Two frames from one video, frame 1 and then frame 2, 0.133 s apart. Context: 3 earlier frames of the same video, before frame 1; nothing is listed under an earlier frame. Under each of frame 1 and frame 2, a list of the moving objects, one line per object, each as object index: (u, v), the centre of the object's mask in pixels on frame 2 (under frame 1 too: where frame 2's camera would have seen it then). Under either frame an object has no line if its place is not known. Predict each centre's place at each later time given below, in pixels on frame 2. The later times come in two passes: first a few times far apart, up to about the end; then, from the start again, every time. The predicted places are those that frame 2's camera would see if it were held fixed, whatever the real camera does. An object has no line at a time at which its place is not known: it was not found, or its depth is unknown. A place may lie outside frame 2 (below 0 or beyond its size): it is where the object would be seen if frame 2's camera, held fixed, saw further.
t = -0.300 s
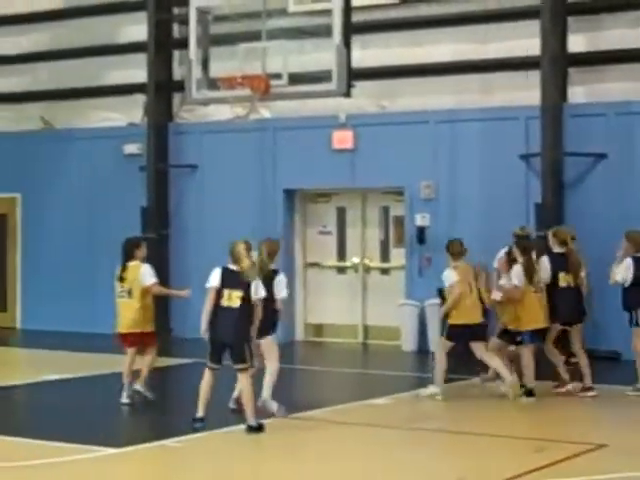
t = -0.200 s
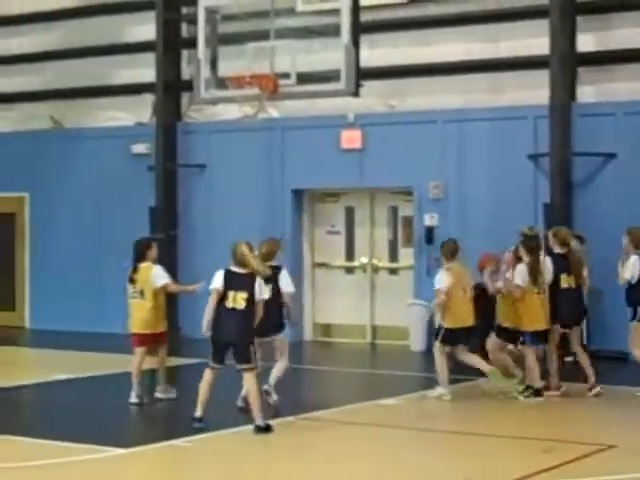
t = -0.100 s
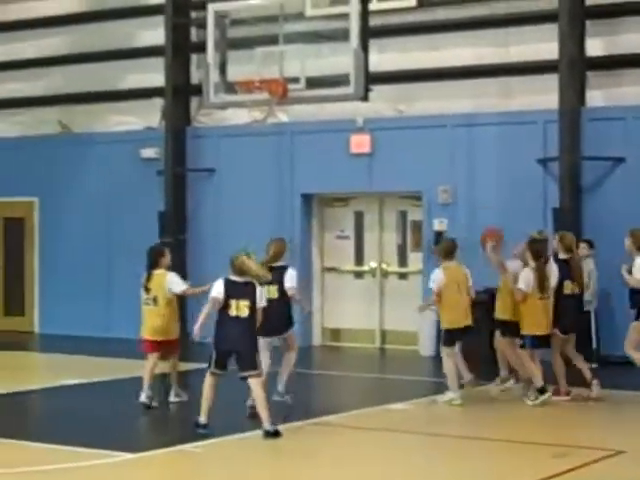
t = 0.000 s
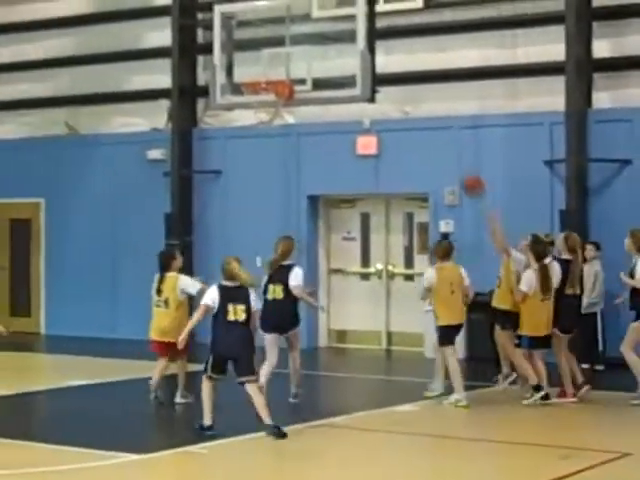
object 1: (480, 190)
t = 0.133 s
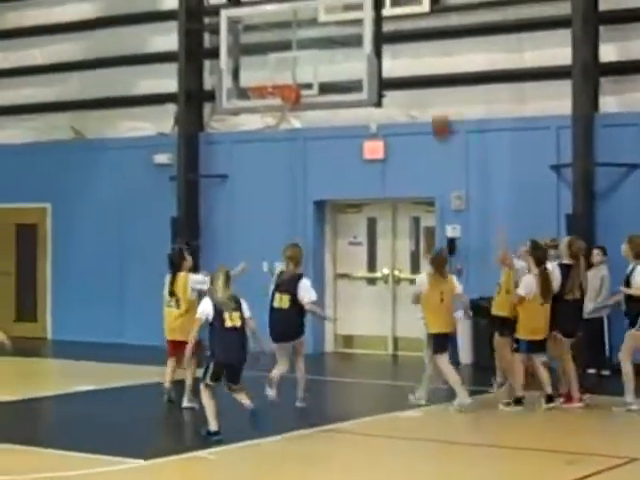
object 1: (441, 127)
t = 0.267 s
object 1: (408, 83)
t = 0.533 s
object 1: (338, 48)
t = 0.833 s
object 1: (274, 75)
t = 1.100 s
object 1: (256, 99)
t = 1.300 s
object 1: (241, 173)
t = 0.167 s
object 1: (434, 114)
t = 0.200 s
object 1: (425, 103)
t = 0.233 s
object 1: (417, 93)
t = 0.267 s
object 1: (408, 83)
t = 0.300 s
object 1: (398, 75)
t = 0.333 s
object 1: (389, 69)
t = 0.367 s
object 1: (381, 62)
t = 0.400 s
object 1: (372, 58)
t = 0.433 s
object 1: (365, 54)
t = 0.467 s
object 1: (355, 49)
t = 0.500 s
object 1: (346, 48)
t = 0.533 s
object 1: (338, 48)
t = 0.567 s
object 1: (330, 48)
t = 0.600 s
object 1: (322, 51)
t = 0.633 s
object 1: (314, 54)
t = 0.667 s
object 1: (306, 58)
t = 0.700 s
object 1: (297, 63)
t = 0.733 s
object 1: (288, 68)
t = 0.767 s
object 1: (280, 76)
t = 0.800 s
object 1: (276, 76)
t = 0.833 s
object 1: (274, 75)
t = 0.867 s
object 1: (272, 74)
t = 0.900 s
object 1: (270, 74)
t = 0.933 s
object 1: (268, 76)
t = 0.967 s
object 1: (265, 78)
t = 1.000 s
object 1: (263, 82)
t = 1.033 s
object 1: (260, 87)
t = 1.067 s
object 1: (258, 94)
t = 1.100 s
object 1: (256, 99)
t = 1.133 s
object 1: (253, 108)
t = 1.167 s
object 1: (252, 121)
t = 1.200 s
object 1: (249, 132)
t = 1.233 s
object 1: (247, 142)
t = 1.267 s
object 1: (244, 158)
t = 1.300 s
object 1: (241, 173)
